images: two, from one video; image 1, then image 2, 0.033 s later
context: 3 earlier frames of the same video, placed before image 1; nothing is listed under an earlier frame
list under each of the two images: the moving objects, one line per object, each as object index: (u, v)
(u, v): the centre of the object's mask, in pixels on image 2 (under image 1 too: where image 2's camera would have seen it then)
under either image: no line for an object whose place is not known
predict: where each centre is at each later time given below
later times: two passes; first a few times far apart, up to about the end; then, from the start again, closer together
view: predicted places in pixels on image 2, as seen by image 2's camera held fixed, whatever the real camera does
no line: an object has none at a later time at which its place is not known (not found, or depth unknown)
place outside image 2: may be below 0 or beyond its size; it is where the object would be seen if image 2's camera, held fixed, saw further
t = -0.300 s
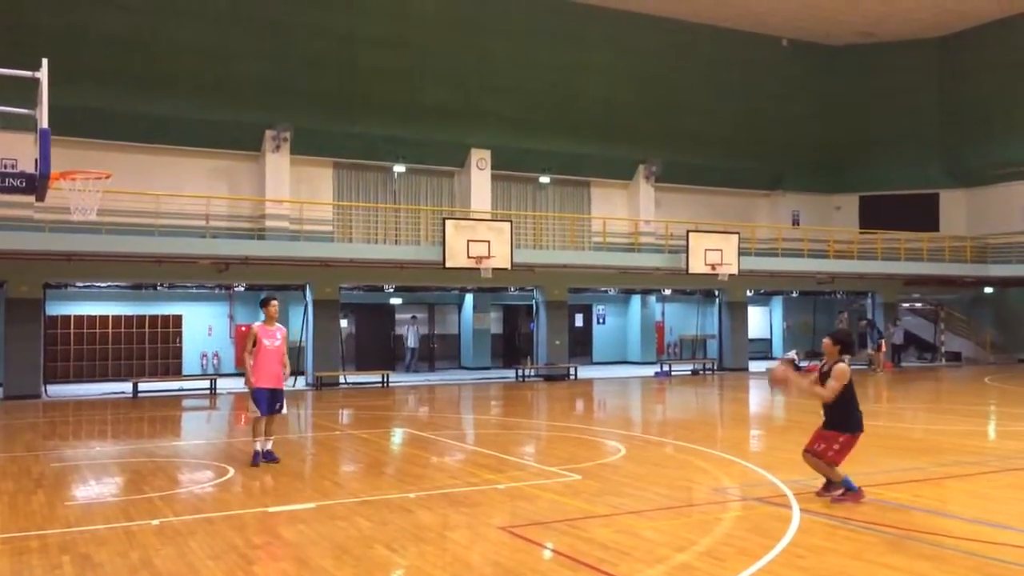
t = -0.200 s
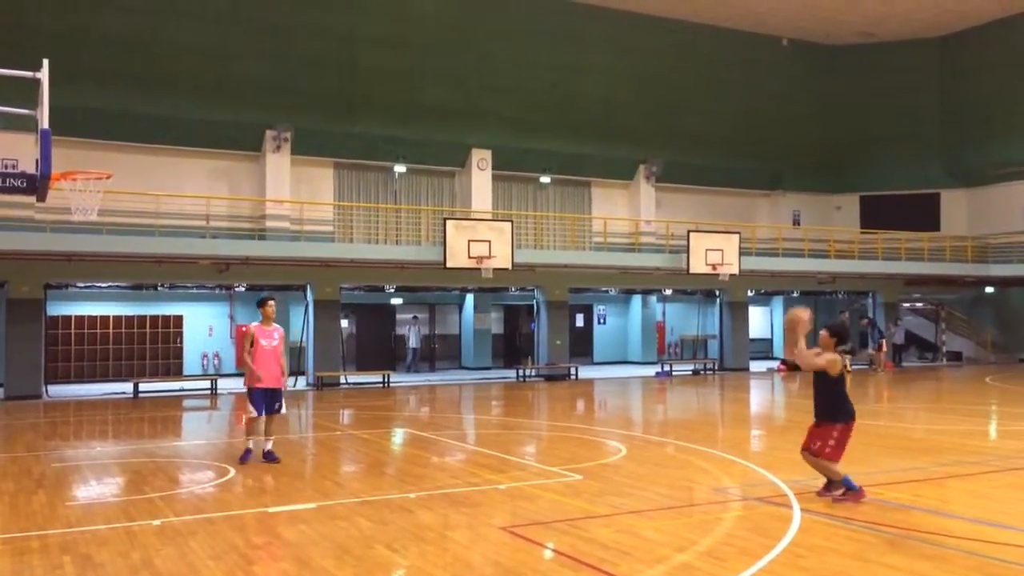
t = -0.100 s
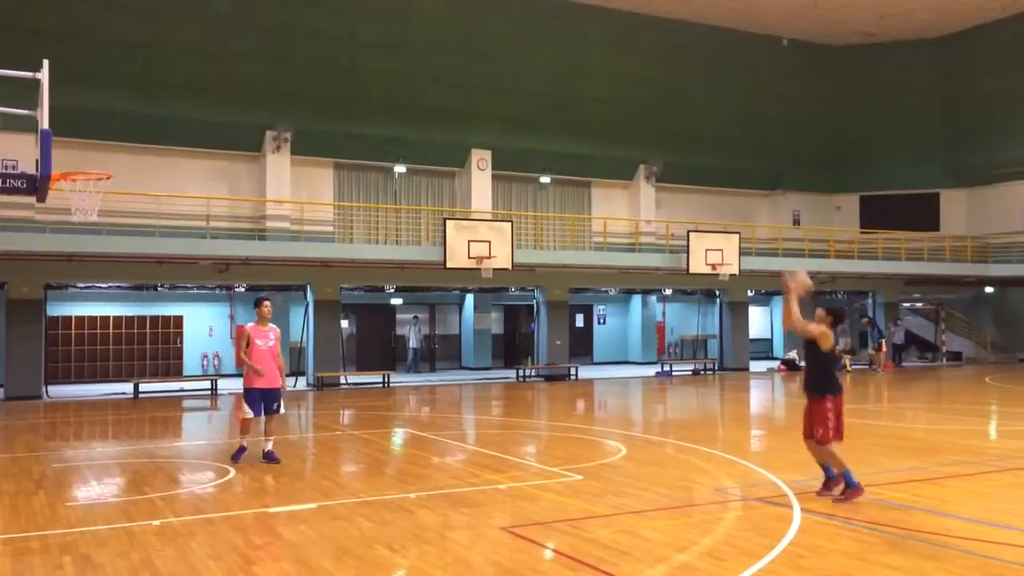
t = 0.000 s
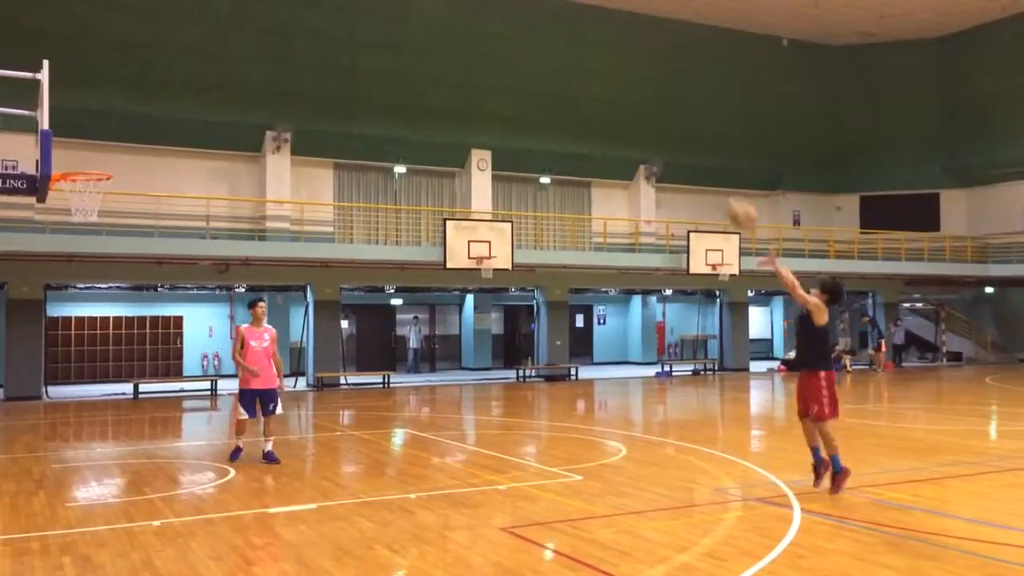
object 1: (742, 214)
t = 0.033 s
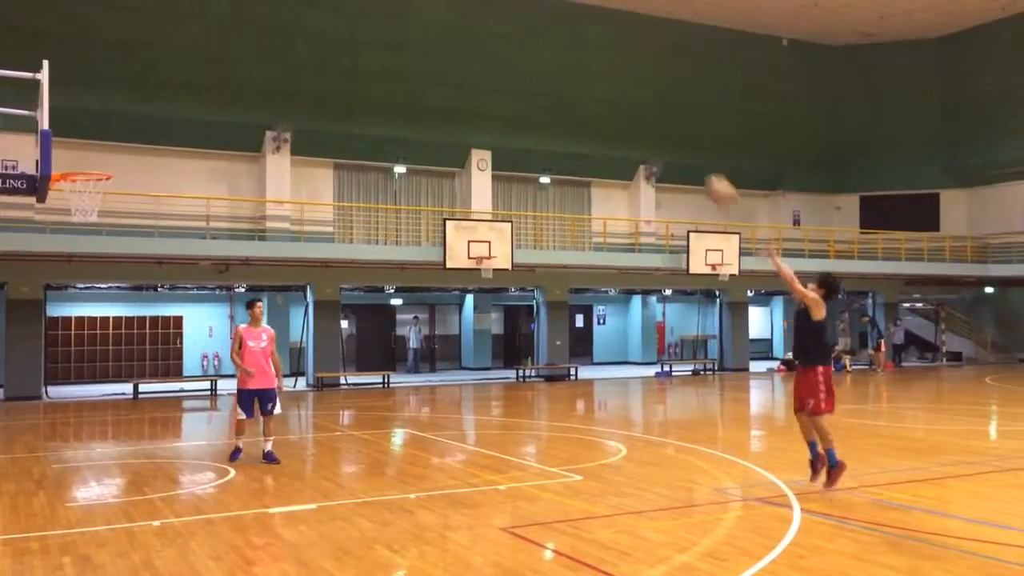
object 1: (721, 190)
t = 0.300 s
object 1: (558, 59)
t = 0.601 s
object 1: (392, 4)
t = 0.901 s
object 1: (237, 40)
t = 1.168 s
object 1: (108, 140)
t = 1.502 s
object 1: (64, 284)
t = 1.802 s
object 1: (59, 462)
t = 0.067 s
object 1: (699, 170)
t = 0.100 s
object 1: (679, 151)
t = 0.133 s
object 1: (658, 133)
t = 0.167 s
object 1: (637, 115)
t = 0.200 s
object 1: (617, 99)
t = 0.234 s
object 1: (597, 85)
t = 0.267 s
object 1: (578, 72)
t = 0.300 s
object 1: (558, 59)
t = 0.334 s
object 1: (539, 49)
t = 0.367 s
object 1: (521, 39)
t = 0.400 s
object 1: (501, 30)
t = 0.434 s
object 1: (483, 24)
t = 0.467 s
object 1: (464, 17)
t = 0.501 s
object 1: (447, 12)
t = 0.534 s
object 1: (428, 8)
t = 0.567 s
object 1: (410, 6)
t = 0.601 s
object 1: (392, 4)
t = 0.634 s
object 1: (375, 4)
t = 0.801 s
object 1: (289, 18)
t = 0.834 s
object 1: (271, 25)
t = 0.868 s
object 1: (253, 32)
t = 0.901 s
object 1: (237, 40)
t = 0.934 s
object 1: (221, 49)
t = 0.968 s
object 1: (205, 60)
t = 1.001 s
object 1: (188, 71)
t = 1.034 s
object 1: (173, 84)
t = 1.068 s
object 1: (157, 97)
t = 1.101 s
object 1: (141, 110)
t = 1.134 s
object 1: (124, 126)
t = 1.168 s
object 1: (108, 140)
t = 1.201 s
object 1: (93, 159)
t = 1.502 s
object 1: (64, 284)
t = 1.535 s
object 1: (65, 302)
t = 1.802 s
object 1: (59, 462)
